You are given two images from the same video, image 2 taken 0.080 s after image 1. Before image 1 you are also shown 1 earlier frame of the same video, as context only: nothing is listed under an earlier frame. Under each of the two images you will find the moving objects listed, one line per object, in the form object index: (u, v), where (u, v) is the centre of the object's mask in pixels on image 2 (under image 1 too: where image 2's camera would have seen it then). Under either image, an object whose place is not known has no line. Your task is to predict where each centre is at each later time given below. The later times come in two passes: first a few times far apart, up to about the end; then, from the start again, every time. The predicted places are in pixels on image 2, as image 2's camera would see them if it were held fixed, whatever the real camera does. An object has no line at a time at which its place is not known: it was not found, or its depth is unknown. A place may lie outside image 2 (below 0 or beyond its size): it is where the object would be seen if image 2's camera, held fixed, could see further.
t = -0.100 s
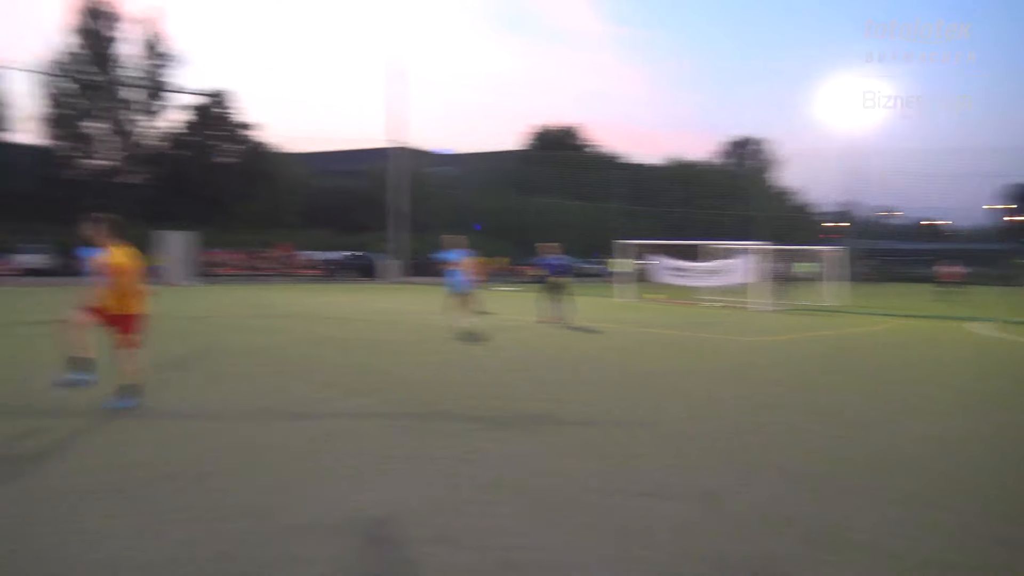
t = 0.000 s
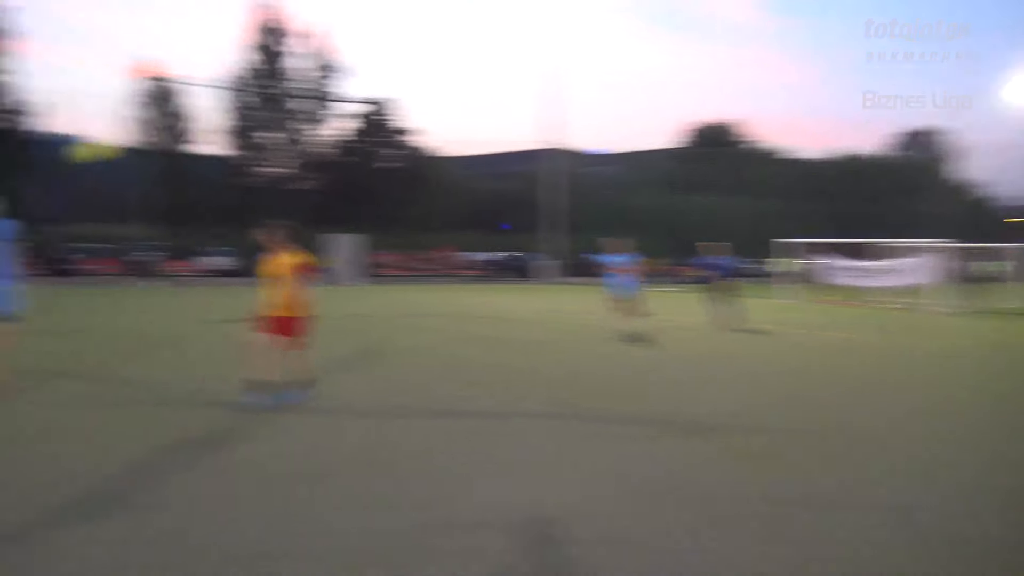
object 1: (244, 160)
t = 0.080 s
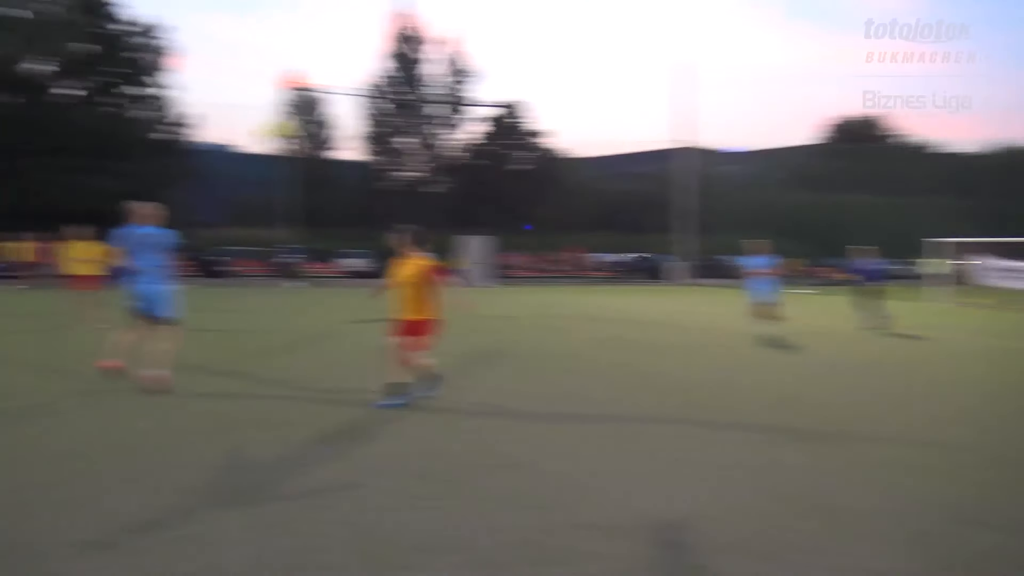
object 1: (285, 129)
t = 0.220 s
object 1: (332, 96)
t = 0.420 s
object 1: (404, 75)
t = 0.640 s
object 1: (472, 91)
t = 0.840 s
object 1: (532, 140)
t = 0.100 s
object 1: (291, 124)
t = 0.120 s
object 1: (297, 117)
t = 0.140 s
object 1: (302, 112)
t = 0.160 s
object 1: (310, 107)
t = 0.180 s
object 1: (316, 104)
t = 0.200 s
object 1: (323, 100)
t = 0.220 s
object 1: (332, 96)
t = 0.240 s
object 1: (341, 92)
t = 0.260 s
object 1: (349, 88)
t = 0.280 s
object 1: (356, 86)
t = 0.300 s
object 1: (362, 83)
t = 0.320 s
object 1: (370, 80)
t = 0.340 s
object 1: (377, 79)
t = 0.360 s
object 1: (384, 78)
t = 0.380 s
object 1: (391, 77)
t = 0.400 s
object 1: (398, 75)
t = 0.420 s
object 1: (404, 75)
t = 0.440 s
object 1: (411, 75)
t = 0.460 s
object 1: (417, 75)
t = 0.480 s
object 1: (424, 75)
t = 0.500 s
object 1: (430, 76)
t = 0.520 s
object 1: (436, 77)
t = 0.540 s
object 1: (442, 79)
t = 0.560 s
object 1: (449, 80)
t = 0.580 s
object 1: (456, 83)
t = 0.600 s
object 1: (462, 84)
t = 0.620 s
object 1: (466, 88)
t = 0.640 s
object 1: (472, 91)
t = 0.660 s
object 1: (478, 95)
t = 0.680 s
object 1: (487, 98)
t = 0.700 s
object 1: (493, 102)
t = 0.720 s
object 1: (500, 107)
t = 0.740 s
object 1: (504, 112)
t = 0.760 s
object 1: (509, 117)
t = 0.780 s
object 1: (514, 122)
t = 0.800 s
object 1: (521, 127)
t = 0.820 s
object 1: (527, 134)
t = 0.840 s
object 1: (532, 140)
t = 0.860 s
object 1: (539, 147)
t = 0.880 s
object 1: (545, 154)
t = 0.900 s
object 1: (551, 160)
